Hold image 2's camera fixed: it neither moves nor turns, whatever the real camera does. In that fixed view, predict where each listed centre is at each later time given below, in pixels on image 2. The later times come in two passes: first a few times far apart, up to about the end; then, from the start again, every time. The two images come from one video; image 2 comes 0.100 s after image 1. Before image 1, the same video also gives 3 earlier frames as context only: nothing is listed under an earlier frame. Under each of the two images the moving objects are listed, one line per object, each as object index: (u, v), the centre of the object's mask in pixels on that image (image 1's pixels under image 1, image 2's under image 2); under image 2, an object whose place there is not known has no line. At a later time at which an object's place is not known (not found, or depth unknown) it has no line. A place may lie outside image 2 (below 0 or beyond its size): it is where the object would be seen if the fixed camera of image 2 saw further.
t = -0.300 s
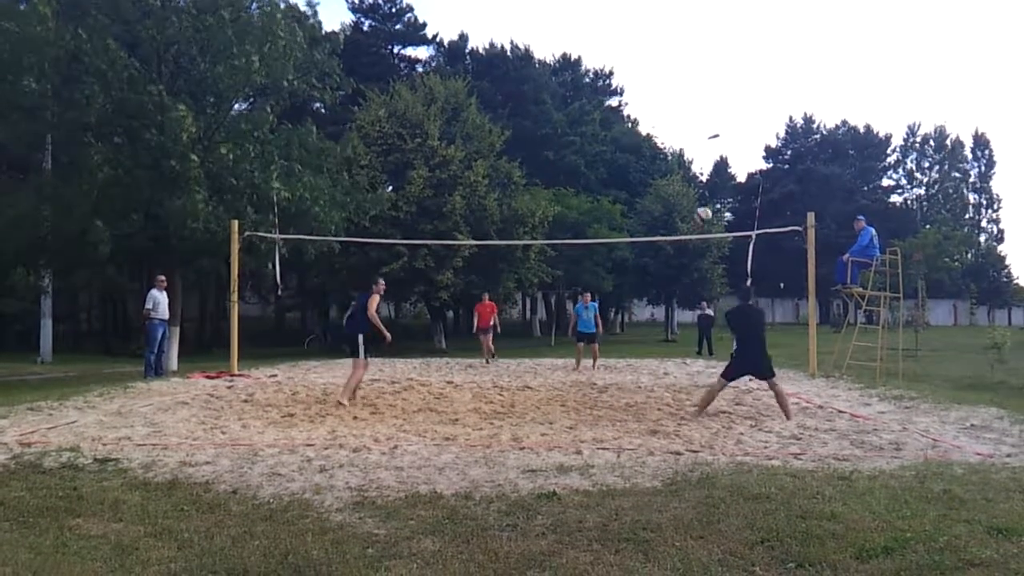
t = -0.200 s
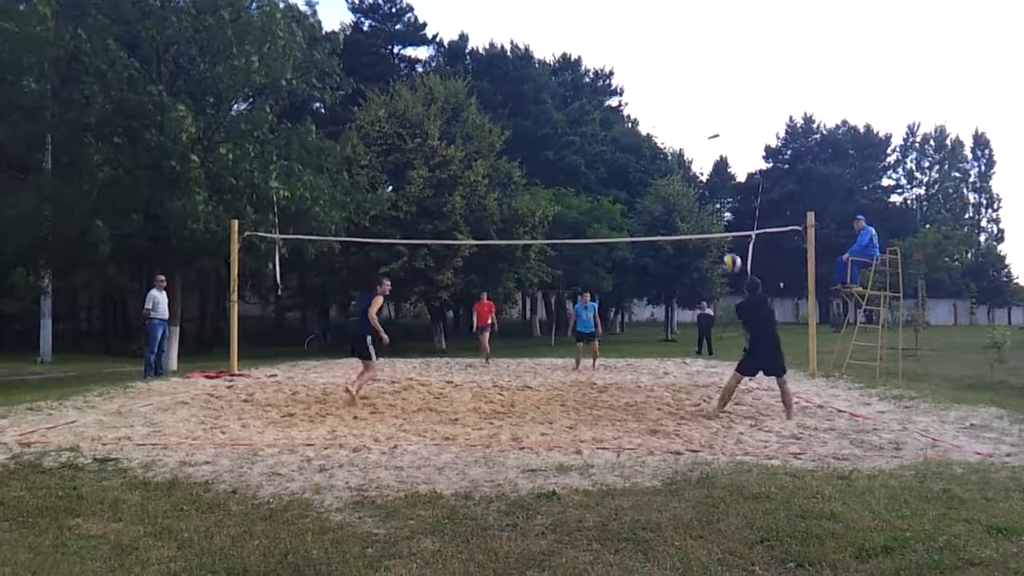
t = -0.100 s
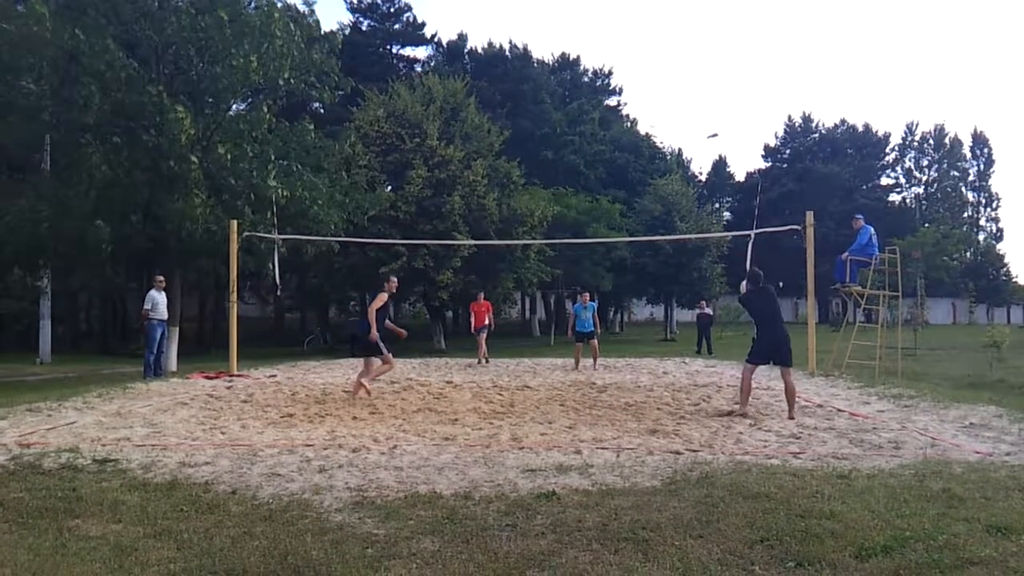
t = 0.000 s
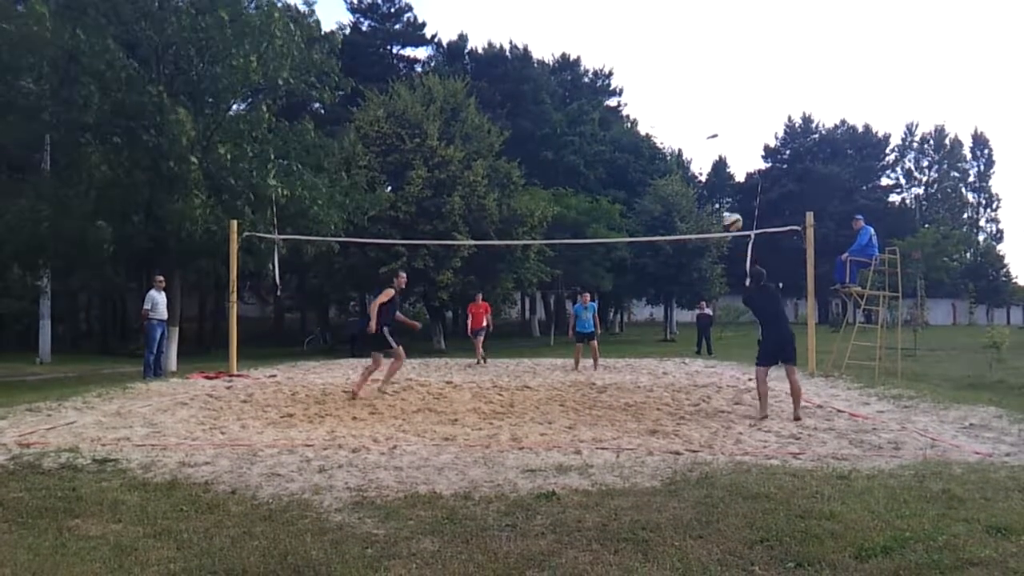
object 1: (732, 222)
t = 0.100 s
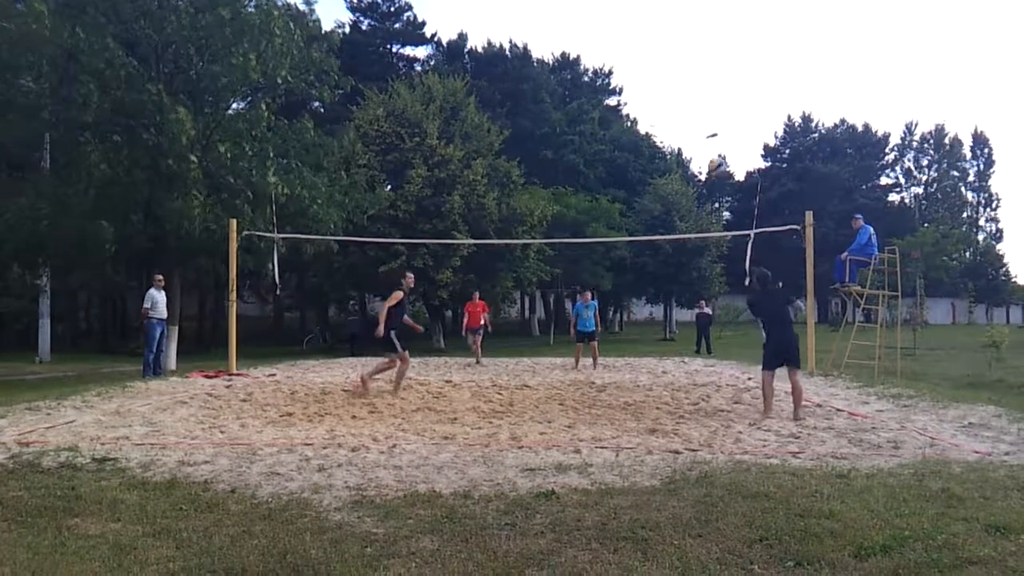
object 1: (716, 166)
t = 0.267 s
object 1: (690, 97)
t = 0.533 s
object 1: (652, 39)
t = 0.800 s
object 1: (616, 37)
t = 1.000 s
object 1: (592, 68)
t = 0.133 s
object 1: (711, 150)
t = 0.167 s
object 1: (706, 135)
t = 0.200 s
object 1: (700, 121)
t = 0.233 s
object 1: (695, 109)
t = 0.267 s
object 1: (690, 97)
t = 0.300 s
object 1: (685, 86)
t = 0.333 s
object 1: (680, 77)
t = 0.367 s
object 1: (676, 68)
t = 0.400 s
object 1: (671, 61)
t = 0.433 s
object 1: (666, 54)
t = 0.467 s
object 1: (661, 48)
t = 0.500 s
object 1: (657, 43)
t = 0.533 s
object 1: (652, 39)
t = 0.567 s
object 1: (647, 36)
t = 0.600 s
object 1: (643, 34)
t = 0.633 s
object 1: (638, 32)
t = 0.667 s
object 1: (634, 32)
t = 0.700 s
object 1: (629, 32)
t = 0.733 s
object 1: (625, 33)
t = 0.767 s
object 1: (621, 34)
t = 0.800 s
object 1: (616, 37)
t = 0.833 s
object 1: (612, 41)
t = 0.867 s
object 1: (608, 45)
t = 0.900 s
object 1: (604, 49)
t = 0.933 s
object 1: (599, 55)
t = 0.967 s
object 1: (595, 61)
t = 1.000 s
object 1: (592, 68)
